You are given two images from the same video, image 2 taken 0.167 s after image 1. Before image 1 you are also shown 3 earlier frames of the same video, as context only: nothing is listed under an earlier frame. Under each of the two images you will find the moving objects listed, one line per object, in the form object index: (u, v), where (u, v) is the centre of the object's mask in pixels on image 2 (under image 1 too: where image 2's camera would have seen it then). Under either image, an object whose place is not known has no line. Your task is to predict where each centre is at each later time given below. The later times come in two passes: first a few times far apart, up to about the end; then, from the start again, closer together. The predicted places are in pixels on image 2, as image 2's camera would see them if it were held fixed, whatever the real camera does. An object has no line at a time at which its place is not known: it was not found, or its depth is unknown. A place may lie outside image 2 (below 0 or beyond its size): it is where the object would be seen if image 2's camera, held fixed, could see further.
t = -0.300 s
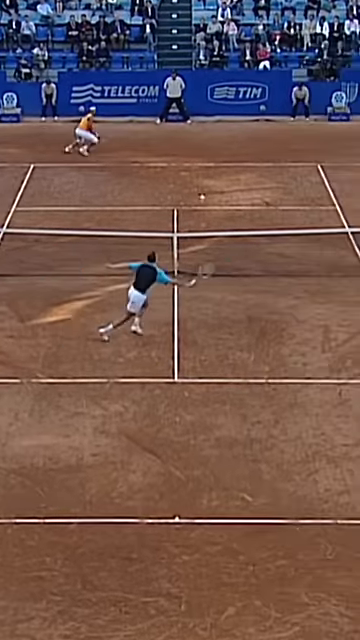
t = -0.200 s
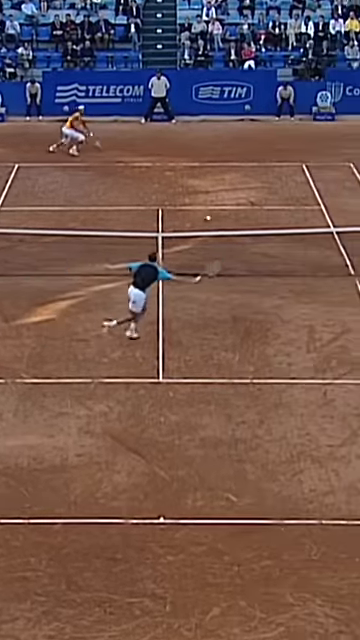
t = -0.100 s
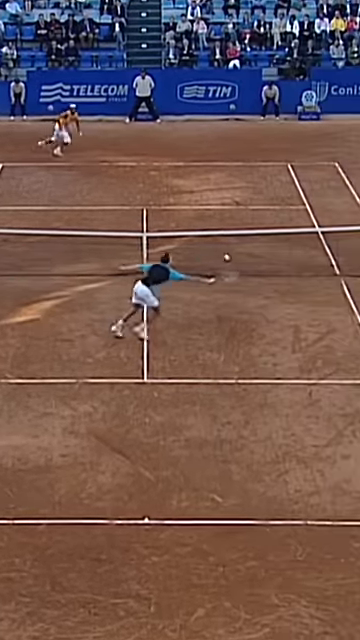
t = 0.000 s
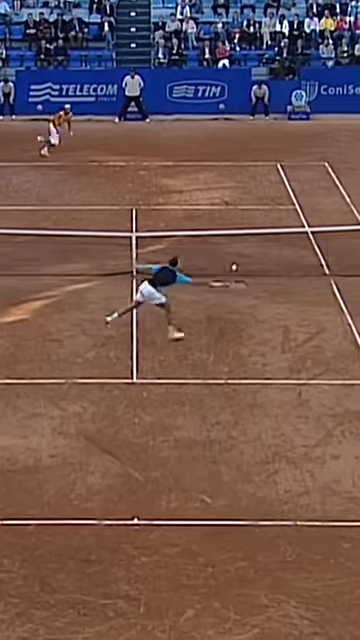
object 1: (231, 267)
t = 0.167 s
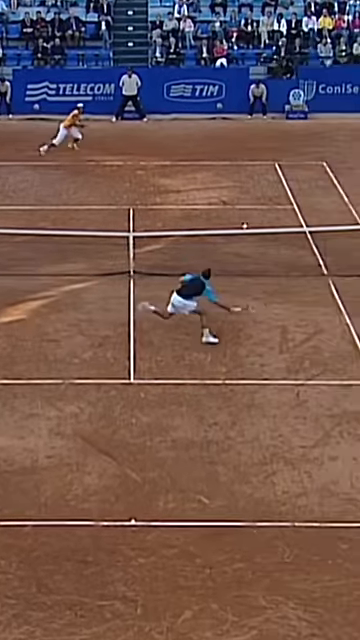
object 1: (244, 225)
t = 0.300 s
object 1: (256, 200)
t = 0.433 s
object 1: (264, 192)
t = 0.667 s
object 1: (277, 195)
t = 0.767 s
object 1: (282, 204)
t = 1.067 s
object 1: (294, 223)
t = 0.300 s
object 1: (256, 200)
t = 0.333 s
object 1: (256, 200)
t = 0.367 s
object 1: (258, 198)
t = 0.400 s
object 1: (261, 195)
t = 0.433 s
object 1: (264, 192)
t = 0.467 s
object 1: (266, 190)
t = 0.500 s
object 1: (269, 190)
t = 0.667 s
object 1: (277, 195)
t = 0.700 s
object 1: (279, 198)
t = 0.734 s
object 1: (280, 201)
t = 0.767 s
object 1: (282, 204)
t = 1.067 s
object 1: (294, 223)
